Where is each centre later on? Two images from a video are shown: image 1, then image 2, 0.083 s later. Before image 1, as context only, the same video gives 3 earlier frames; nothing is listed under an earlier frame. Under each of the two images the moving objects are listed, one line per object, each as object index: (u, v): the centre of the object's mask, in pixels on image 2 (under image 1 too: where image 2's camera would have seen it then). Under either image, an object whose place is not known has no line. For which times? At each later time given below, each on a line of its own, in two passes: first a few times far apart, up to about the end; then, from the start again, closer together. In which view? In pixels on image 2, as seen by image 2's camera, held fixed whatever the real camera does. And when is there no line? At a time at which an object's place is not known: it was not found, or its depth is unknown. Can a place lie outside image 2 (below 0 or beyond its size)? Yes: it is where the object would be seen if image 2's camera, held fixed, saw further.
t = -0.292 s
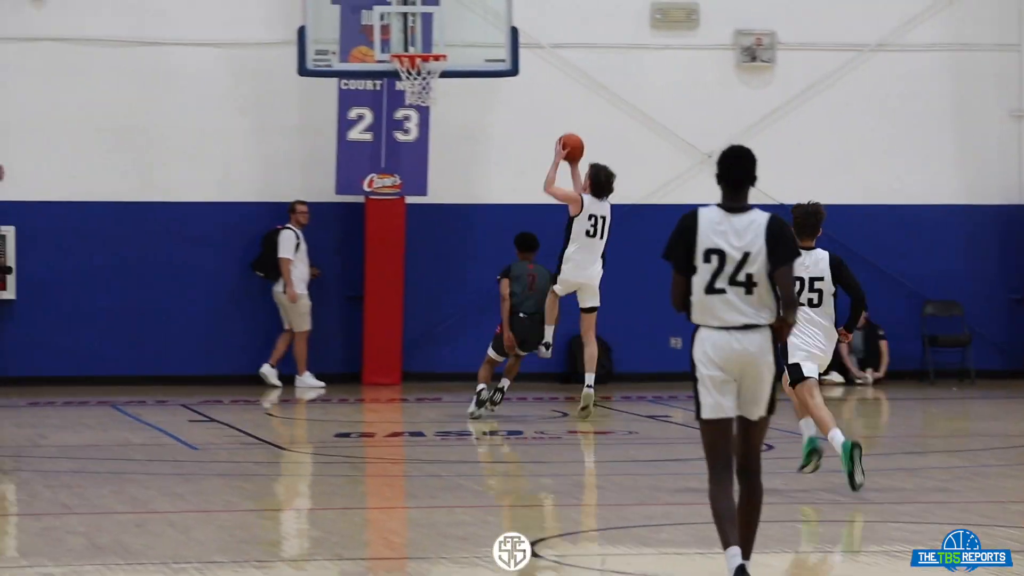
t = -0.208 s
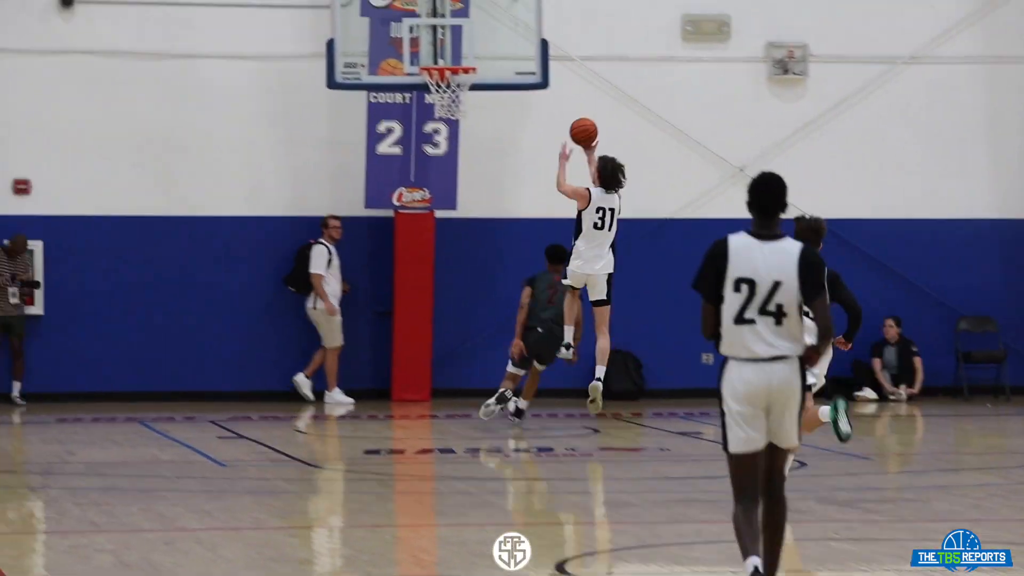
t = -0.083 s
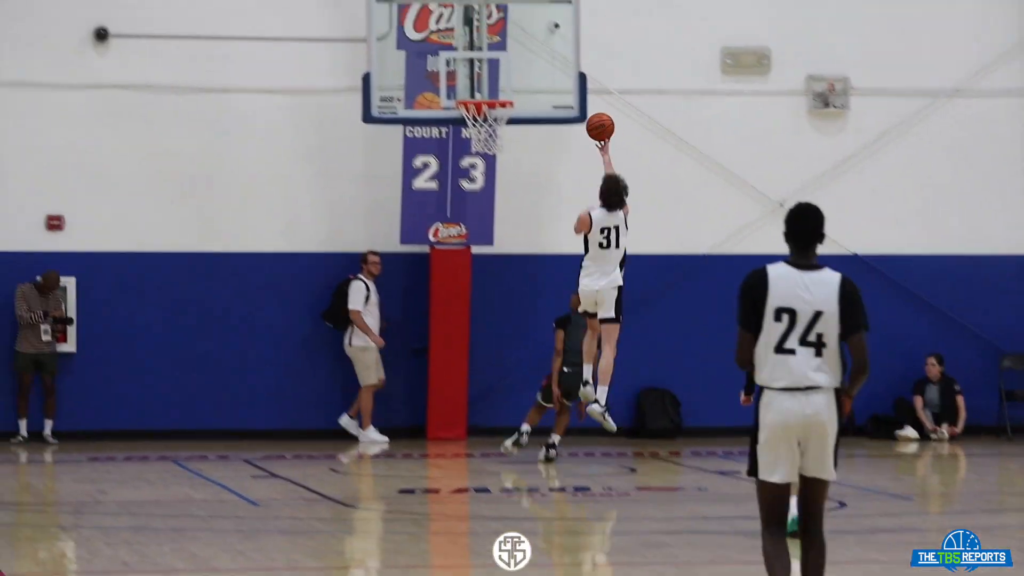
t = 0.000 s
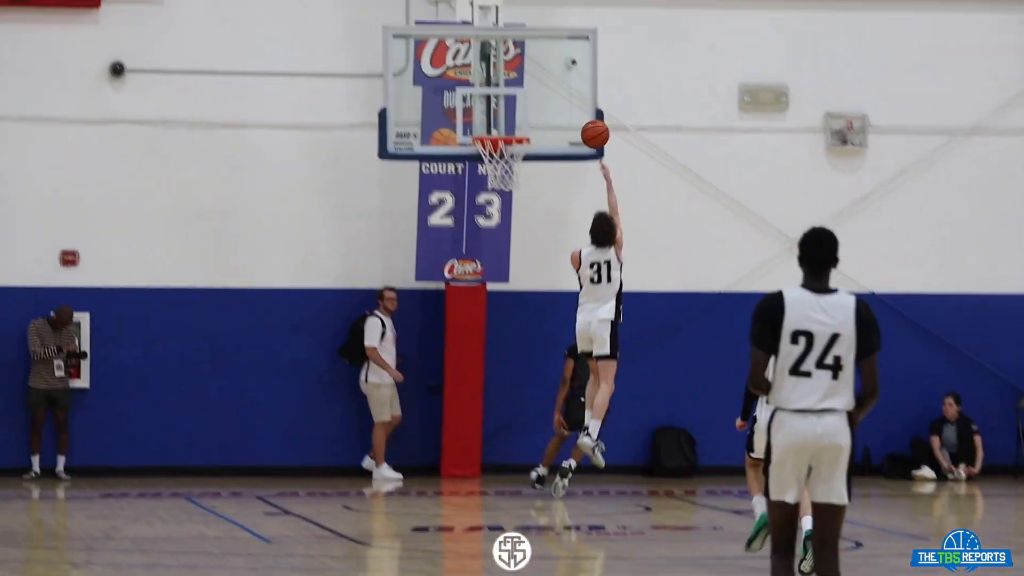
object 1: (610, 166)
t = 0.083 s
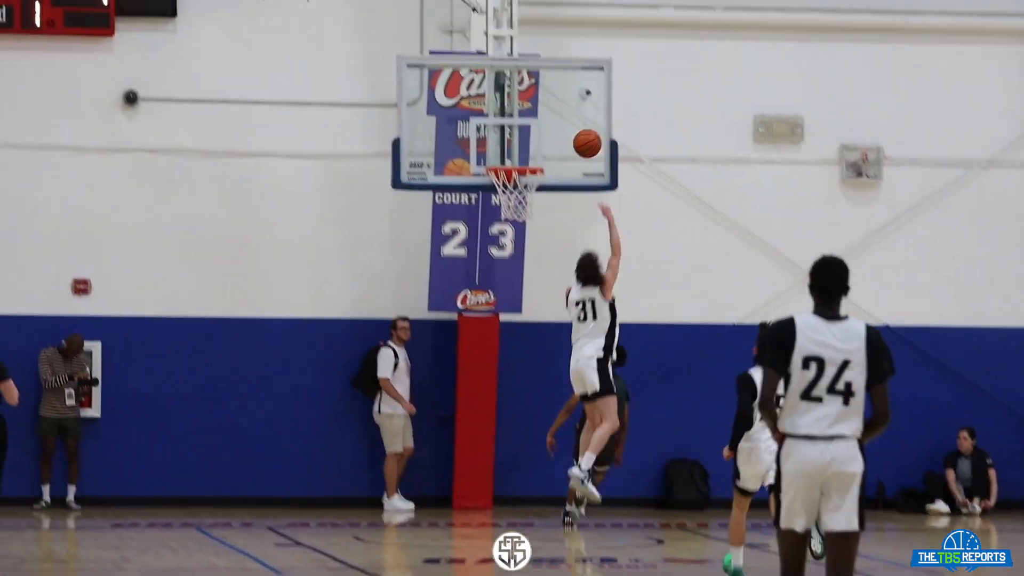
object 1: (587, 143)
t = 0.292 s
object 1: (548, 123)
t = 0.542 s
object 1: (519, 152)
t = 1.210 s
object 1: (516, 182)
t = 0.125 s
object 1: (574, 135)
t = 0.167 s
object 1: (565, 130)
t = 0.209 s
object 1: (557, 125)
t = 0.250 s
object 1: (553, 124)
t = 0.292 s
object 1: (548, 123)
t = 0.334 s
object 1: (544, 125)
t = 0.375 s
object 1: (538, 129)
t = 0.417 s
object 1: (534, 134)
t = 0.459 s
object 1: (528, 143)
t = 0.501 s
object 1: (524, 151)
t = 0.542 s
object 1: (519, 152)
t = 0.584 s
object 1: (516, 149)
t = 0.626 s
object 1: (512, 146)
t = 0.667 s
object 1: (509, 145)
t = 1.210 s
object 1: (516, 182)
